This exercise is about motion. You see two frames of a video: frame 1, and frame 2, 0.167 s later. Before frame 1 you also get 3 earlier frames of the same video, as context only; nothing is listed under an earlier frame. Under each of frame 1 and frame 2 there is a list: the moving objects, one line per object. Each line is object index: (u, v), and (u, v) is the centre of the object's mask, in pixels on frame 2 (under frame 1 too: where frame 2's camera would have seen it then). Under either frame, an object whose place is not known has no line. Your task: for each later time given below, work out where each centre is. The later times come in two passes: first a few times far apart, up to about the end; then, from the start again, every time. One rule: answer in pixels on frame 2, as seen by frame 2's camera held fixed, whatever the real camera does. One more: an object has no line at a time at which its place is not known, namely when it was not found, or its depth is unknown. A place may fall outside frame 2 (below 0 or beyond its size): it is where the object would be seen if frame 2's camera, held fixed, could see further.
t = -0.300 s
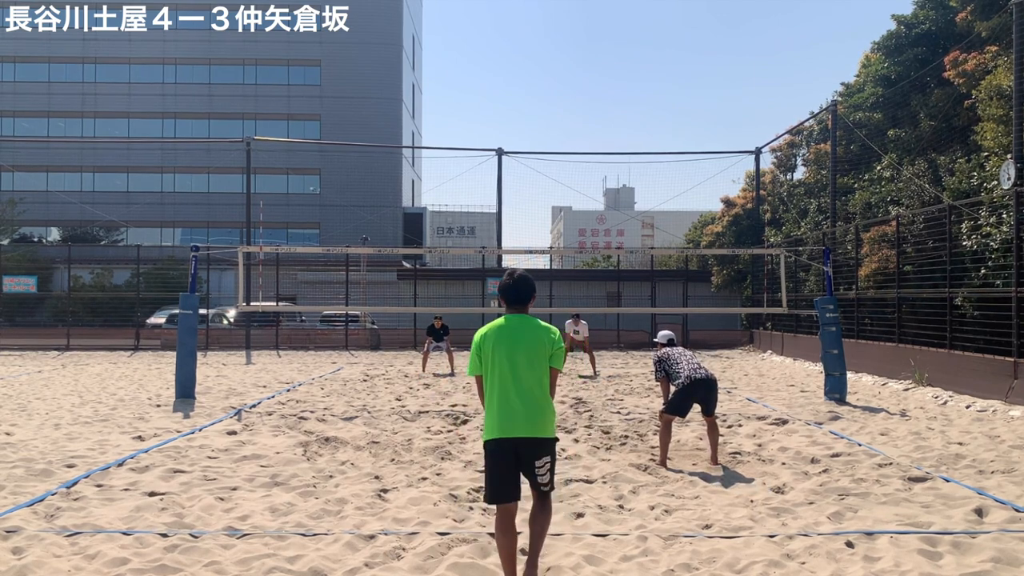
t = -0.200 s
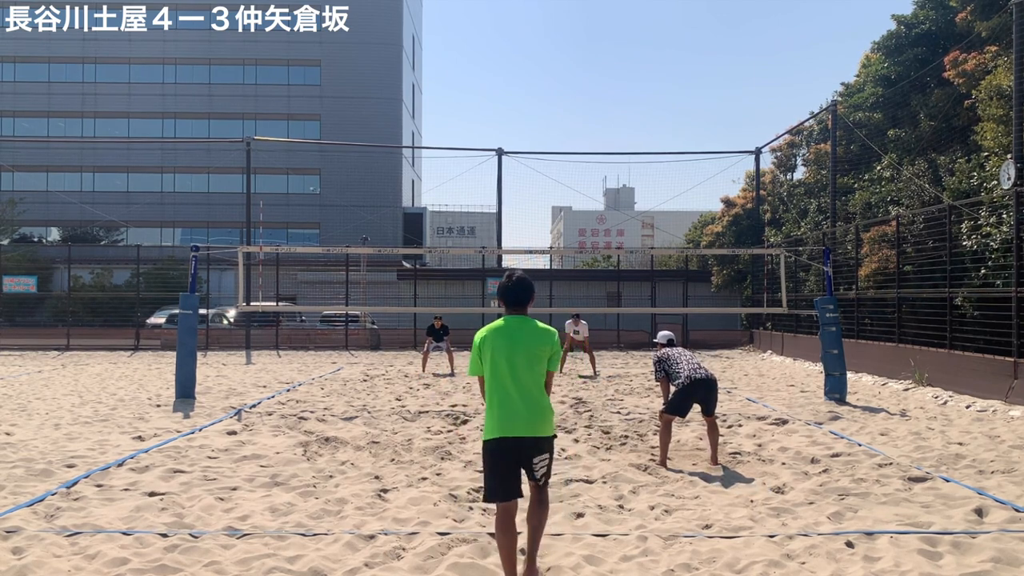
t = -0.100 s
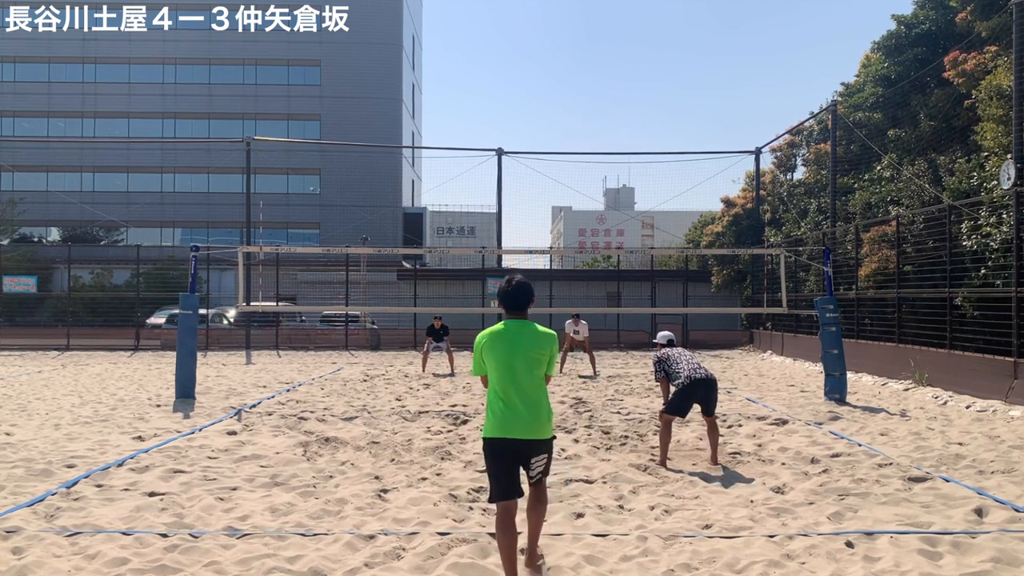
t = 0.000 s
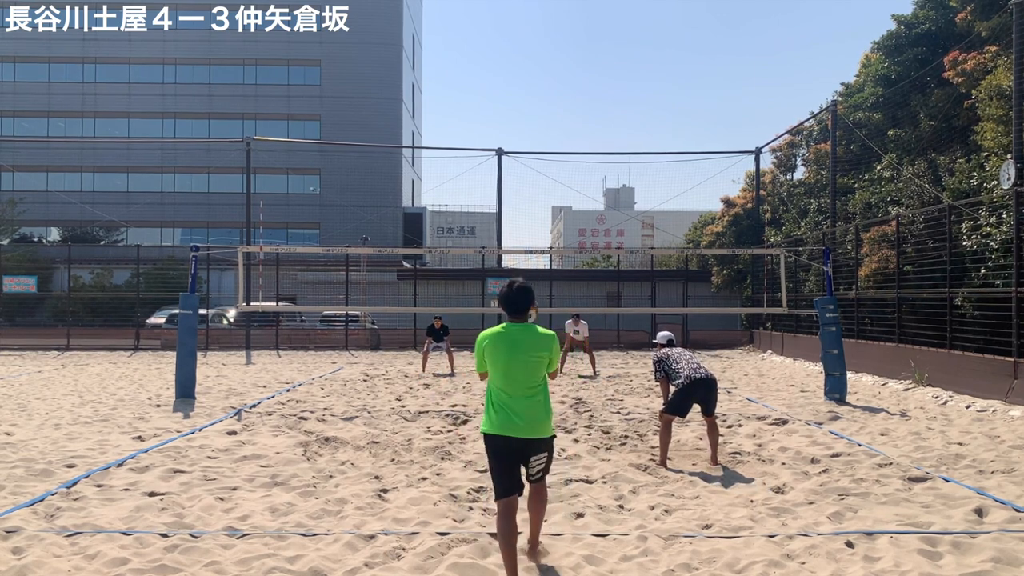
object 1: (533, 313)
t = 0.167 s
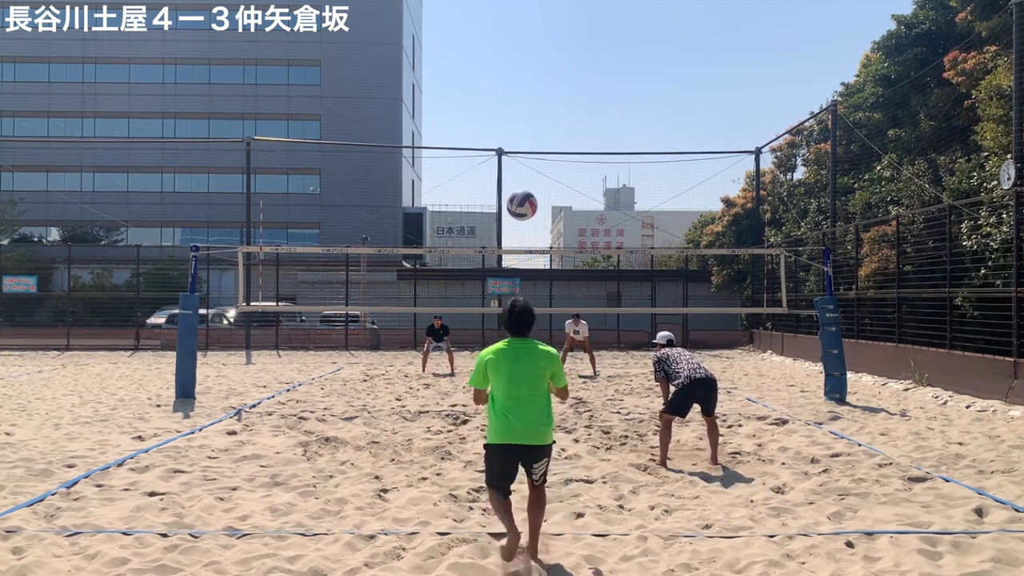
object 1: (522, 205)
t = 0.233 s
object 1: (521, 176)
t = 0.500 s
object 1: (520, 123)
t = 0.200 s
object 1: (522, 190)
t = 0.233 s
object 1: (521, 176)
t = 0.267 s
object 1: (521, 164)
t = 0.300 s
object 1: (521, 153)
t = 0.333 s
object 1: (521, 144)
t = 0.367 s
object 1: (521, 137)
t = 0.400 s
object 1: (520, 131)
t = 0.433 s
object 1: (520, 127)
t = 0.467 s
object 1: (520, 124)
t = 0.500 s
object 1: (520, 123)
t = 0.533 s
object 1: (519, 123)
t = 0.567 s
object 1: (519, 125)
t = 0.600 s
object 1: (519, 129)
